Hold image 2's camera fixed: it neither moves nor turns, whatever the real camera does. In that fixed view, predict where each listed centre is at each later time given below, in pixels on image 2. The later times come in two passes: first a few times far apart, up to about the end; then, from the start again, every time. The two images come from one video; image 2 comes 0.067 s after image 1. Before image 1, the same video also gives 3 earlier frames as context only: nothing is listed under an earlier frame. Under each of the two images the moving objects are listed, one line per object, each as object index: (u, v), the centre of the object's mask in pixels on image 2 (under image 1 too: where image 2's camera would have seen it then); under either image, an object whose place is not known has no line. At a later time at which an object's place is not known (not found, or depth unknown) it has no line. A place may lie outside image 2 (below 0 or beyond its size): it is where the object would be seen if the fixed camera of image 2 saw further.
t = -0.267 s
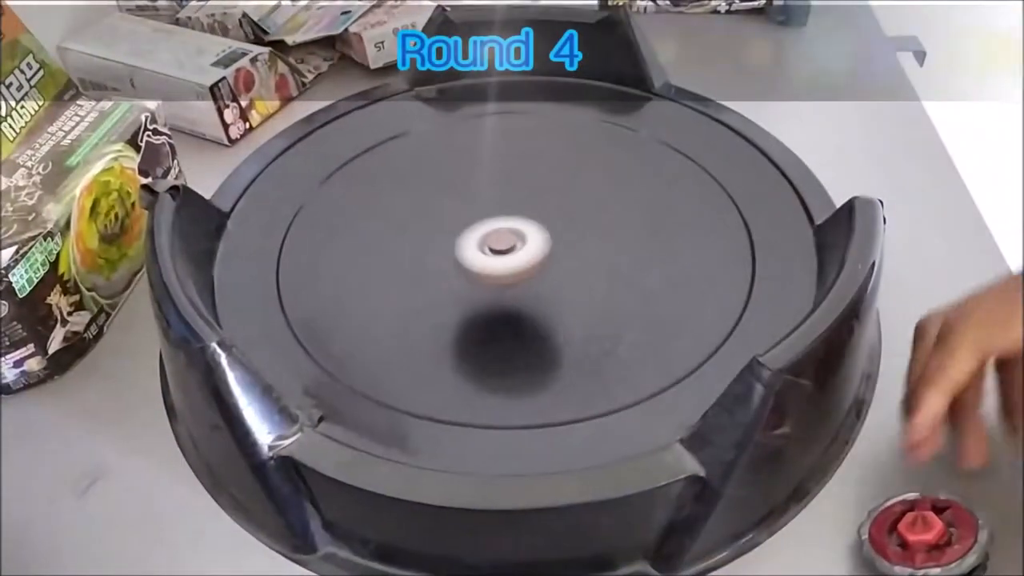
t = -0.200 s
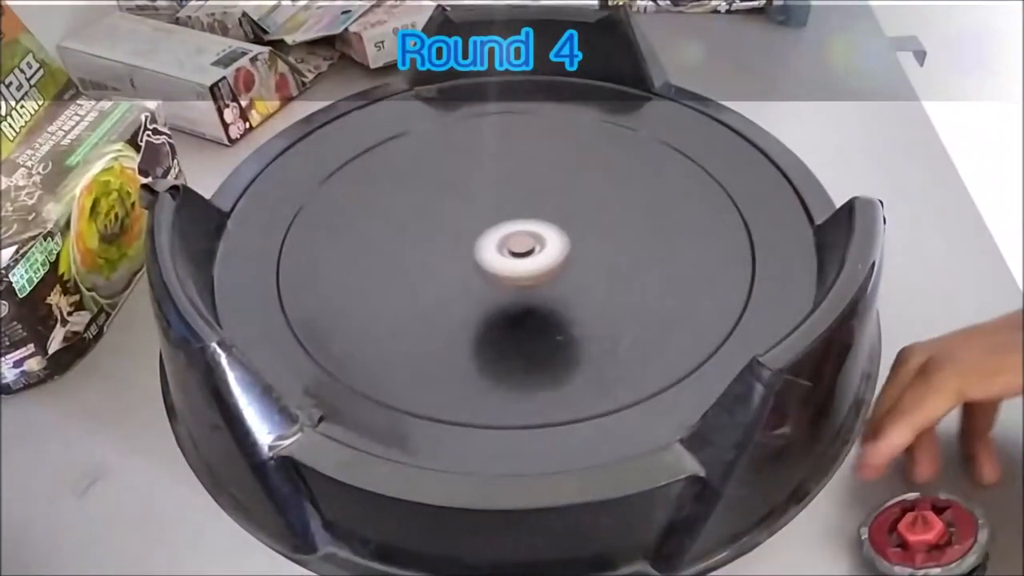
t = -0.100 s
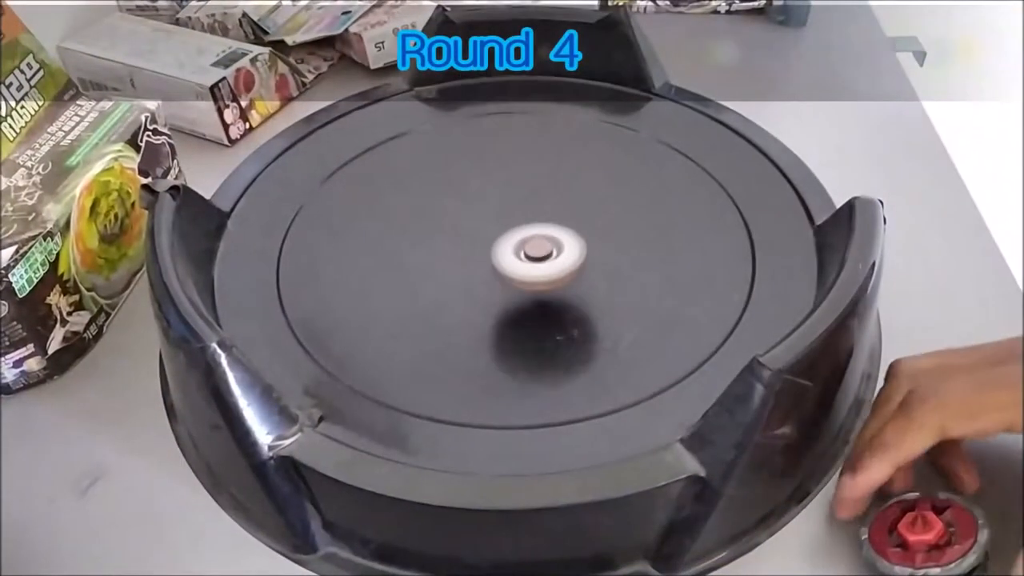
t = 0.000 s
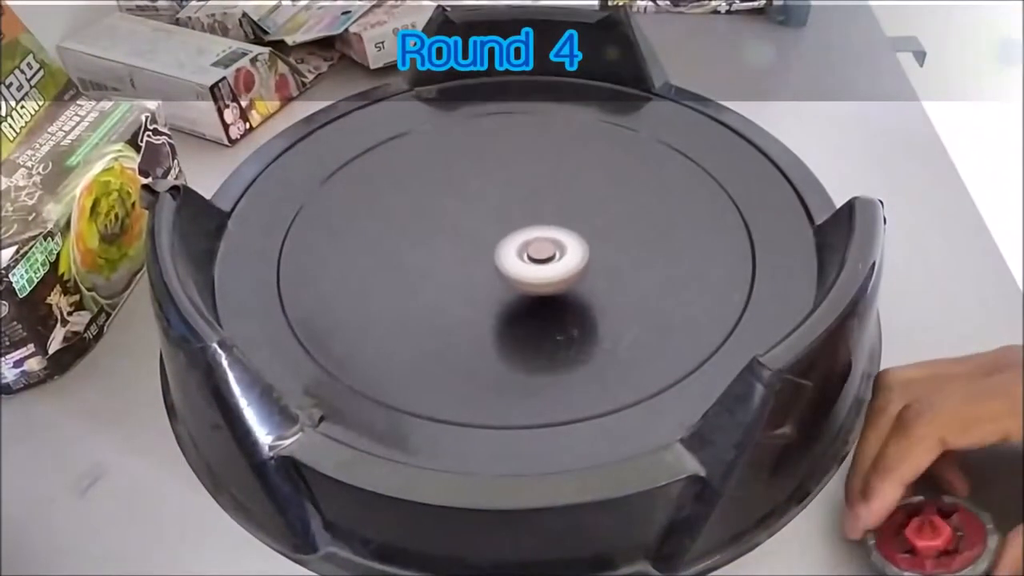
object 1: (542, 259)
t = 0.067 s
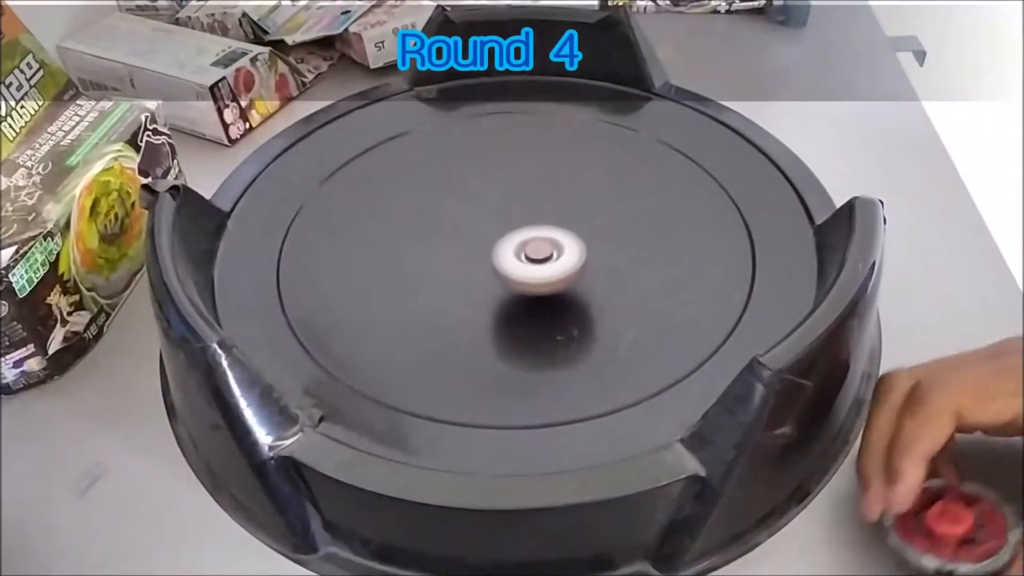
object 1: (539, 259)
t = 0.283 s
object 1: (507, 255)
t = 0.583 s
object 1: (486, 274)
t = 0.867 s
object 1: (504, 263)
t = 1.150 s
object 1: (479, 234)
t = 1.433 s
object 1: (459, 239)
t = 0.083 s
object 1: (538, 259)
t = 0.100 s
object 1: (537, 258)
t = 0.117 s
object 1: (536, 258)
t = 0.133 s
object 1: (533, 257)
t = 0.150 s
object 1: (531, 256)
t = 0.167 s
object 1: (528, 256)
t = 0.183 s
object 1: (525, 256)
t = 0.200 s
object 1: (522, 255)
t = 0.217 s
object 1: (519, 255)
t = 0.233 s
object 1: (516, 255)
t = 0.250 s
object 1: (513, 255)
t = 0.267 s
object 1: (511, 255)
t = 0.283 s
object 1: (507, 255)
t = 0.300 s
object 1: (505, 256)
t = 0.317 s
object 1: (501, 257)
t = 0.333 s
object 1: (498, 258)
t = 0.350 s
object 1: (496, 258)
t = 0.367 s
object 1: (493, 259)
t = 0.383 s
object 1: (491, 260)
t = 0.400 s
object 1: (489, 262)
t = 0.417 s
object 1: (488, 263)
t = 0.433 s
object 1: (486, 265)
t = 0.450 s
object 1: (485, 266)
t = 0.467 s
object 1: (485, 267)
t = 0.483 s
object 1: (484, 269)
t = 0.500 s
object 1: (484, 270)
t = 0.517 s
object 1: (484, 271)
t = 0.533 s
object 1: (484, 272)
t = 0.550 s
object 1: (484, 273)
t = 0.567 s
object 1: (485, 274)
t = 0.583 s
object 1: (486, 274)
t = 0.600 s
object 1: (487, 275)
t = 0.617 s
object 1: (488, 275)
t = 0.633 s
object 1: (489, 275)
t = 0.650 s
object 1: (489, 275)
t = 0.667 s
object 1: (490, 275)
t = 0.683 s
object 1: (491, 275)
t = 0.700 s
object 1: (492, 275)
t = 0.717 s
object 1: (494, 274)
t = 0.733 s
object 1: (495, 274)
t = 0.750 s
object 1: (496, 273)
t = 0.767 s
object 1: (498, 272)
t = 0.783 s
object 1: (499, 271)
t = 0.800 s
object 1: (500, 270)
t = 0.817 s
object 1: (502, 268)
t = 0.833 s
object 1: (503, 267)
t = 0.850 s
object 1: (504, 265)
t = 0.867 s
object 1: (504, 263)
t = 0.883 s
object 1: (505, 261)
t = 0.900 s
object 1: (505, 259)
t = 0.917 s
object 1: (505, 257)
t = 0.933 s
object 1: (505, 255)
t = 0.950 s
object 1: (504, 253)
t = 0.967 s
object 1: (504, 251)
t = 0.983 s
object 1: (503, 249)
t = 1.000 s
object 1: (501, 247)
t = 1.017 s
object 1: (500, 245)
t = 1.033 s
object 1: (498, 243)
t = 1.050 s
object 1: (496, 242)
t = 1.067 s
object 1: (494, 240)
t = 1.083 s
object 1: (491, 239)
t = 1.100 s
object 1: (488, 237)
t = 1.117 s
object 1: (485, 236)
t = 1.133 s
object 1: (482, 235)
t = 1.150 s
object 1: (479, 234)
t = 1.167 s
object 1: (476, 233)
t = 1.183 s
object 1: (474, 233)
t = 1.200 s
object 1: (471, 233)
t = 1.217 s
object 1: (468, 233)
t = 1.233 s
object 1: (466, 233)
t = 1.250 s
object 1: (464, 233)
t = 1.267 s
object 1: (462, 233)
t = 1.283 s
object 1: (461, 234)
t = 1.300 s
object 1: (459, 234)
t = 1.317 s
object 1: (458, 235)
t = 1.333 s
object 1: (458, 236)
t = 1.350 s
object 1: (457, 236)
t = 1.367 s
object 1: (457, 236)
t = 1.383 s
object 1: (457, 237)
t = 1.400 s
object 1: (457, 238)
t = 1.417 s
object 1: (458, 238)
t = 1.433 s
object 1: (459, 239)
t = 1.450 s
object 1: (460, 239)
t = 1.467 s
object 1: (461, 240)
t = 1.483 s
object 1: (463, 241)
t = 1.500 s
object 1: (464, 242)
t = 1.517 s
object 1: (466, 242)
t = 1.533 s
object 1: (468, 242)
